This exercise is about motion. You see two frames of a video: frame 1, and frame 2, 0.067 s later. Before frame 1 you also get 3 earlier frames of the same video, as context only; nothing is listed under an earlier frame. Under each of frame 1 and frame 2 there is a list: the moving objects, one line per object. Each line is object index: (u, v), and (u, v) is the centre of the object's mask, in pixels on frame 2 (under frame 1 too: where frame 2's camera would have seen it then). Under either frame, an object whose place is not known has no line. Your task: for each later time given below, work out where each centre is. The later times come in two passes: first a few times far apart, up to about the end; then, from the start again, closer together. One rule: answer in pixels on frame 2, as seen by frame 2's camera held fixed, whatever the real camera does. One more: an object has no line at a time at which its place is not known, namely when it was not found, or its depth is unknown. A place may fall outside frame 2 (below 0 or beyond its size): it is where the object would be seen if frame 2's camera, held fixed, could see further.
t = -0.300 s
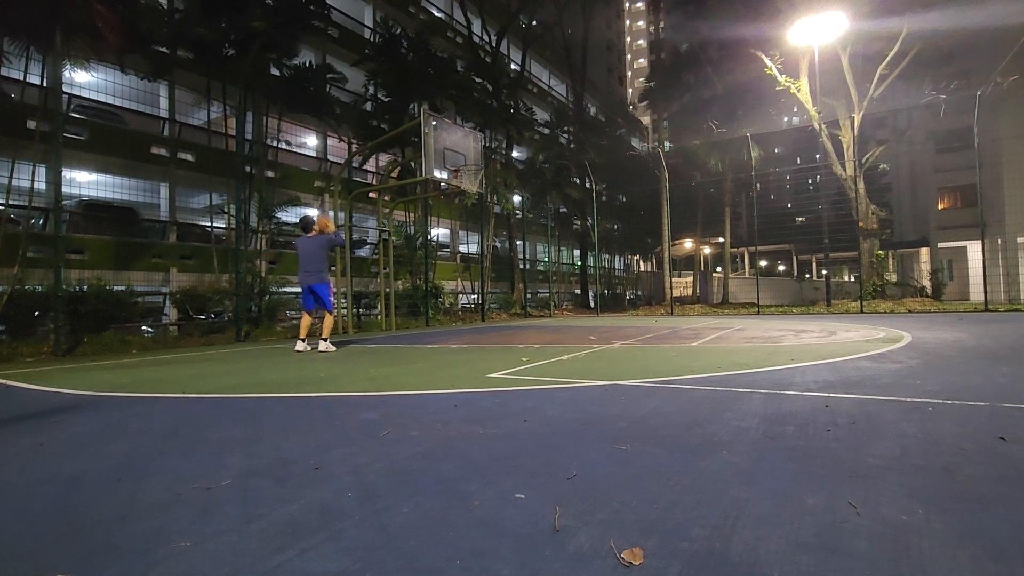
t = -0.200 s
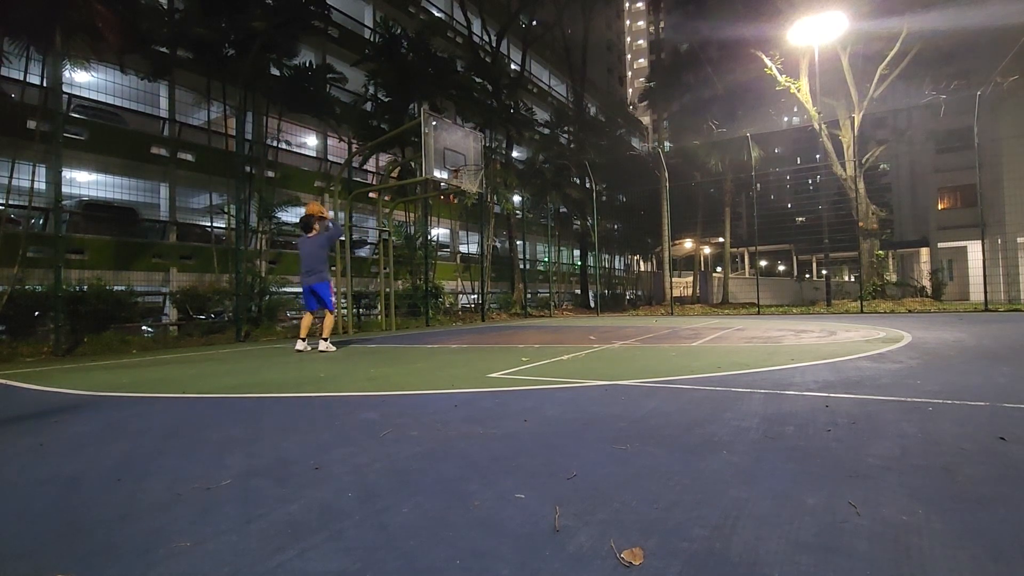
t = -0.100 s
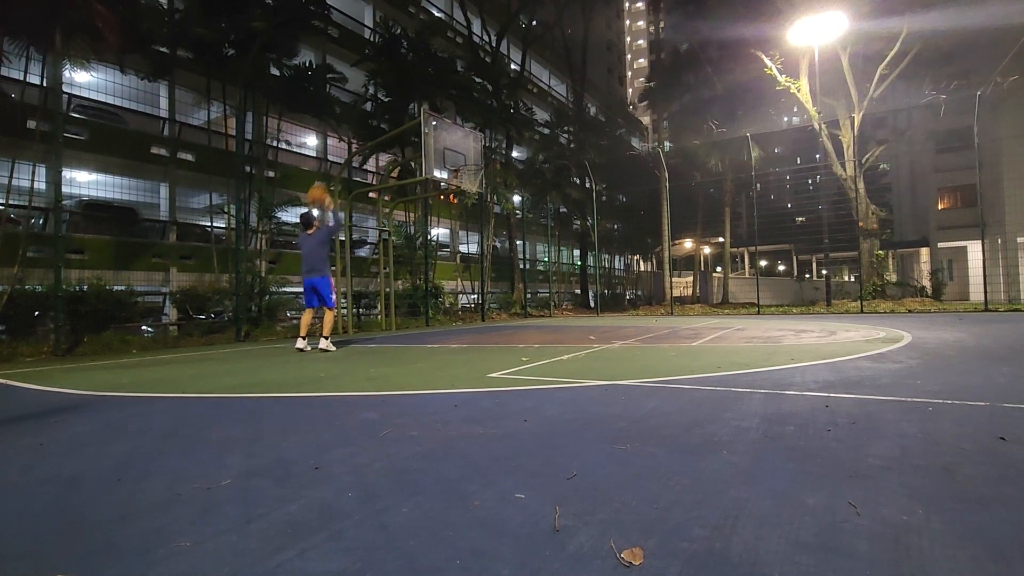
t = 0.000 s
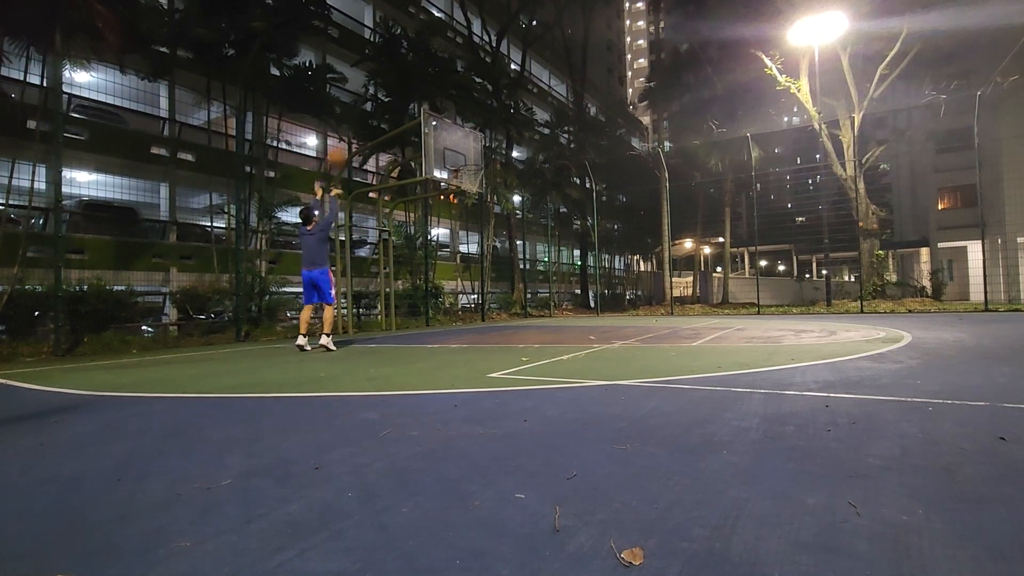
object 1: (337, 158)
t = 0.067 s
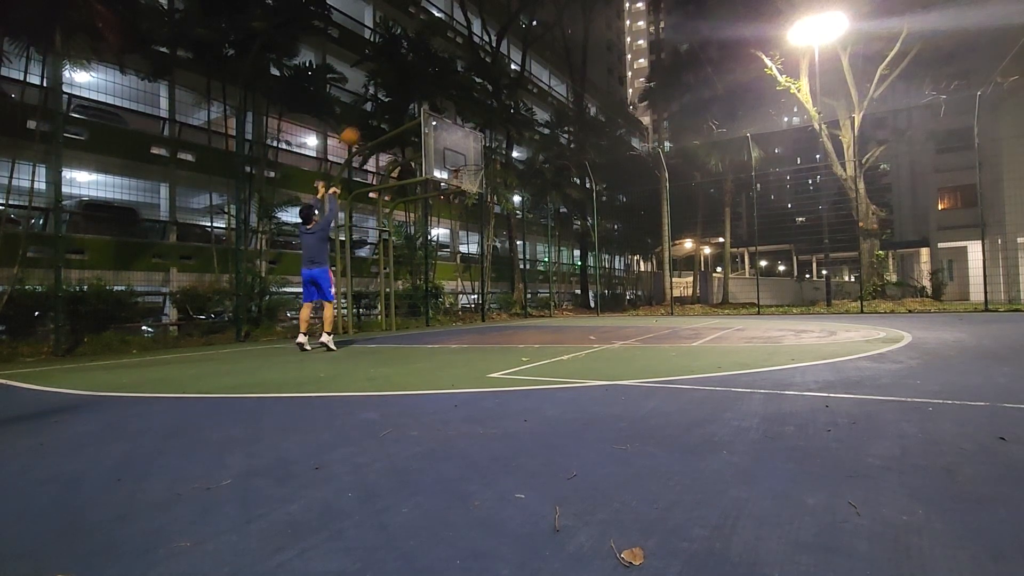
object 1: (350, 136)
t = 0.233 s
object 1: (379, 104)
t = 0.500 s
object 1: (420, 93)
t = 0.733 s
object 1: (452, 116)
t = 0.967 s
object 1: (478, 164)
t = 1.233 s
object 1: (467, 179)
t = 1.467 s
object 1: (475, 210)
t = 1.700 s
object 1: (483, 272)
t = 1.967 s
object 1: (496, 287)
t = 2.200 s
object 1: (509, 233)
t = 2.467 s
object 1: (524, 210)
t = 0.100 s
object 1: (356, 128)
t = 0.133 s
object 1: (362, 120)
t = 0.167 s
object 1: (368, 114)
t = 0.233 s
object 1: (379, 104)
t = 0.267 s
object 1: (385, 100)
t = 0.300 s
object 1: (391, 97)
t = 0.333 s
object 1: (395, 94)
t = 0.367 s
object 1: (401, 93)
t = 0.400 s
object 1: (406, 92)
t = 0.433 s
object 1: (410, 92)
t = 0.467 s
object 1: (415, 92)
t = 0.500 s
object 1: (420, 93)
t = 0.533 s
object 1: (425, 95)
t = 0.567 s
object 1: (430, 97)
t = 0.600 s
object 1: (434, 100)
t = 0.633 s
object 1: (438, 103)
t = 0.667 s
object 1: (443, 106)
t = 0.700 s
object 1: (448, 111)
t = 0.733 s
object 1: (452, 116)
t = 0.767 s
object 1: (456, 122)
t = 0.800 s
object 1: (459, 128)
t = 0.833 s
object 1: (464, 136)
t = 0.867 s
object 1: (467, 142)
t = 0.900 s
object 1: (471, 150)
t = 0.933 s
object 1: (476, 158)
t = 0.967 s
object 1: (478, 164)
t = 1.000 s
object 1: (475, 168)
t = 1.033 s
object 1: (472, 170)
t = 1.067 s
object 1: (471, 171)
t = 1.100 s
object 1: (466, 173)
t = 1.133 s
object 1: (465, 175)
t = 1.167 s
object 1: (465, 176)
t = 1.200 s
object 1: (465, 177)
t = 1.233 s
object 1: (467, 179)
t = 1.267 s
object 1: (469, 182)
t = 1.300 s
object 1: (469, 184)
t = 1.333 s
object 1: (471, 189)
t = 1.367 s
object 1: (471, 193)
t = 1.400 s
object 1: (473, 197)
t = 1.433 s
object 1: (474, 203)
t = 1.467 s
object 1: (475, 210)
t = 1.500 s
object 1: (476, 216)
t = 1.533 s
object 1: (477, 224)
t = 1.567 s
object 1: (478, 231)
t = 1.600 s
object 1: (480, 241)
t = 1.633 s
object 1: (482, 252)
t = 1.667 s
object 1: (482, 261)
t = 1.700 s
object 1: (483, 272)
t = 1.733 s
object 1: (484, 283)
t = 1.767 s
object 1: (486, 296)
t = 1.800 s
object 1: (487, 311)
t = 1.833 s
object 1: (488, 324)
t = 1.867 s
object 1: (490, 320)
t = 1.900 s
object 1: (492, 309)
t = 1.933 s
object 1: (493, 298)
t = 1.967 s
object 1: (496, 287)
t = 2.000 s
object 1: (497, 279)
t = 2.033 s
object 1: (499, 270)
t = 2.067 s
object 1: (501, 261)
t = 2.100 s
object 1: (502, 254)
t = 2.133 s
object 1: (504, 246)
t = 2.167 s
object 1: (507, 240)
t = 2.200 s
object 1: (509, 233)
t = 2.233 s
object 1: (510, 228)
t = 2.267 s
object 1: (512, 224)
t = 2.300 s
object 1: (514, 219)
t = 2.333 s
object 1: (516, 217)
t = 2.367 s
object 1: (518, 214)
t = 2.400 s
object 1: (520, 212)
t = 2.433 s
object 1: (522, 211)
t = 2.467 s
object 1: (524, 210)
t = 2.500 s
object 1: (526, 210)
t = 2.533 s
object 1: (528, 210)
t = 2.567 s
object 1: (531, 212)
